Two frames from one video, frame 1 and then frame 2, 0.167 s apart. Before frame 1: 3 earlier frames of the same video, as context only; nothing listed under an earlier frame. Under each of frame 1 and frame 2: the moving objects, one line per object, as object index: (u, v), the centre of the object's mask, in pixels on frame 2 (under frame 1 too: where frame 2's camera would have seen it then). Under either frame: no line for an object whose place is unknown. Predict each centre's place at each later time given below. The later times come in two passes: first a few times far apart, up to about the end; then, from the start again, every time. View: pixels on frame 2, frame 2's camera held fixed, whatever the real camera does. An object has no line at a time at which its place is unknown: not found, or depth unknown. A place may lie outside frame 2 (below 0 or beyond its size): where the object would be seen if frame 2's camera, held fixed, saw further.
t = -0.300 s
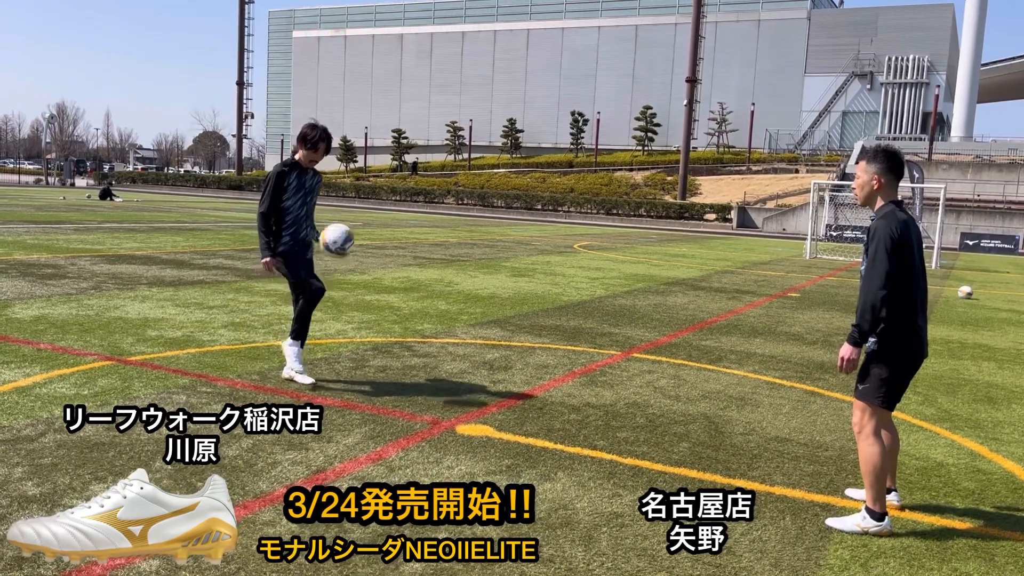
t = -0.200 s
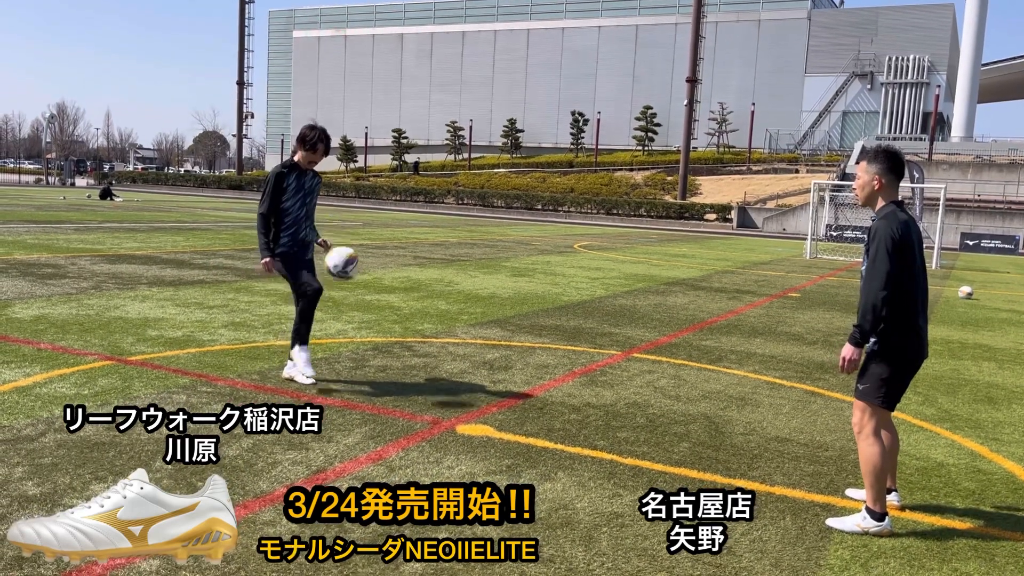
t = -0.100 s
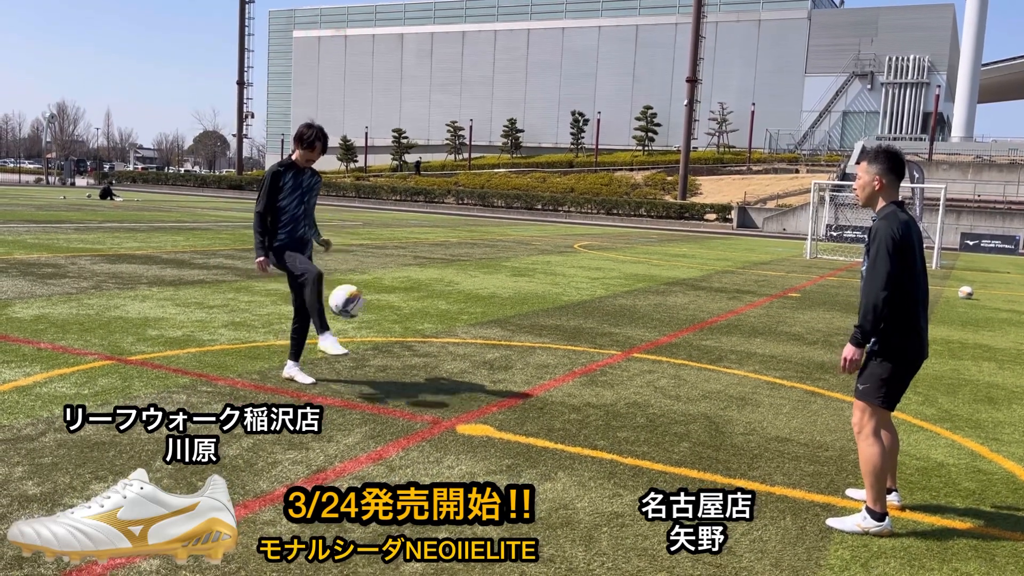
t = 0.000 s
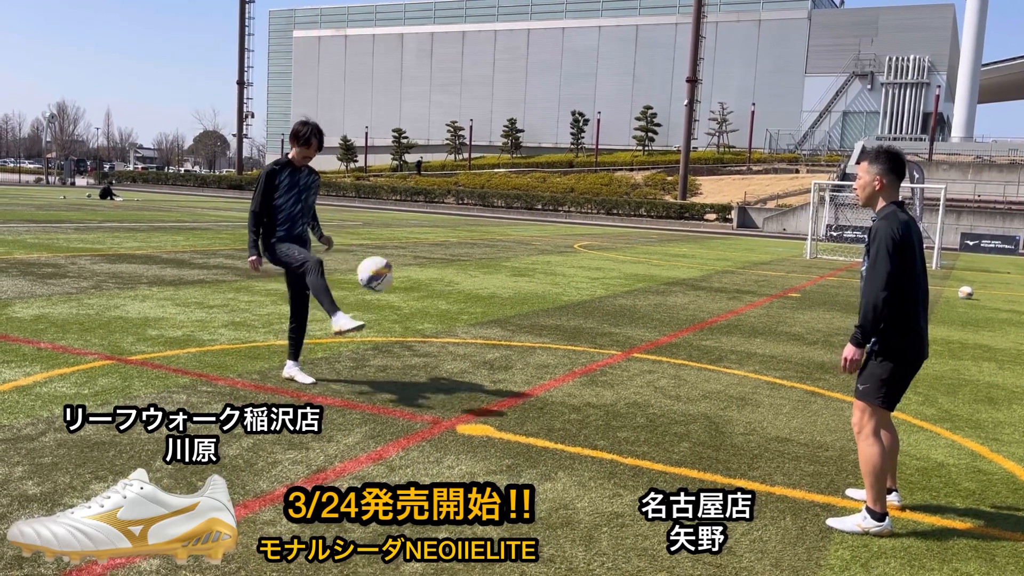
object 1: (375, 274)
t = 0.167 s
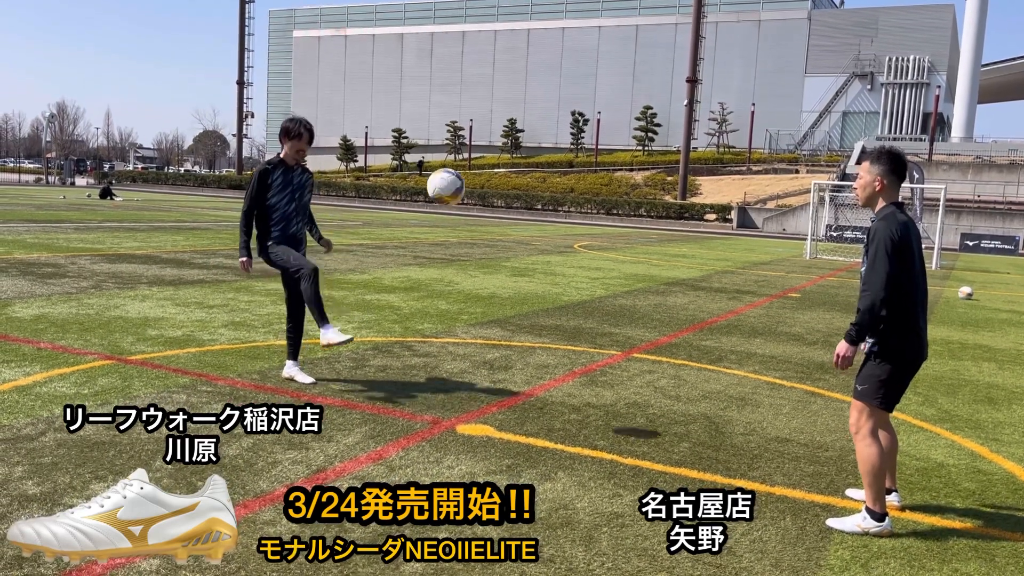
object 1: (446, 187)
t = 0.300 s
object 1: (506, 145)
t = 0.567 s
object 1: (636, 154)
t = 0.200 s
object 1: (460, 173)
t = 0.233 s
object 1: (476, 161)
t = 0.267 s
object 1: (491, 152)
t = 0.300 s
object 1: (506, 145)
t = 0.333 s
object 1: (522, 139)
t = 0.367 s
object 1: (538, 135)
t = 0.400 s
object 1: (553, 133)
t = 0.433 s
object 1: (570, 133)
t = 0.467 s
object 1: (586, 135)
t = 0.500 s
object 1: (602, 139)
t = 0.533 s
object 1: (619, 145)
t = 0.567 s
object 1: (636, 154)
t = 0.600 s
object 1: (652, 166)
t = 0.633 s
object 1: (670, 180)
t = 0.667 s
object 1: (687, 196)
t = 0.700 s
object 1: (705, 213)
